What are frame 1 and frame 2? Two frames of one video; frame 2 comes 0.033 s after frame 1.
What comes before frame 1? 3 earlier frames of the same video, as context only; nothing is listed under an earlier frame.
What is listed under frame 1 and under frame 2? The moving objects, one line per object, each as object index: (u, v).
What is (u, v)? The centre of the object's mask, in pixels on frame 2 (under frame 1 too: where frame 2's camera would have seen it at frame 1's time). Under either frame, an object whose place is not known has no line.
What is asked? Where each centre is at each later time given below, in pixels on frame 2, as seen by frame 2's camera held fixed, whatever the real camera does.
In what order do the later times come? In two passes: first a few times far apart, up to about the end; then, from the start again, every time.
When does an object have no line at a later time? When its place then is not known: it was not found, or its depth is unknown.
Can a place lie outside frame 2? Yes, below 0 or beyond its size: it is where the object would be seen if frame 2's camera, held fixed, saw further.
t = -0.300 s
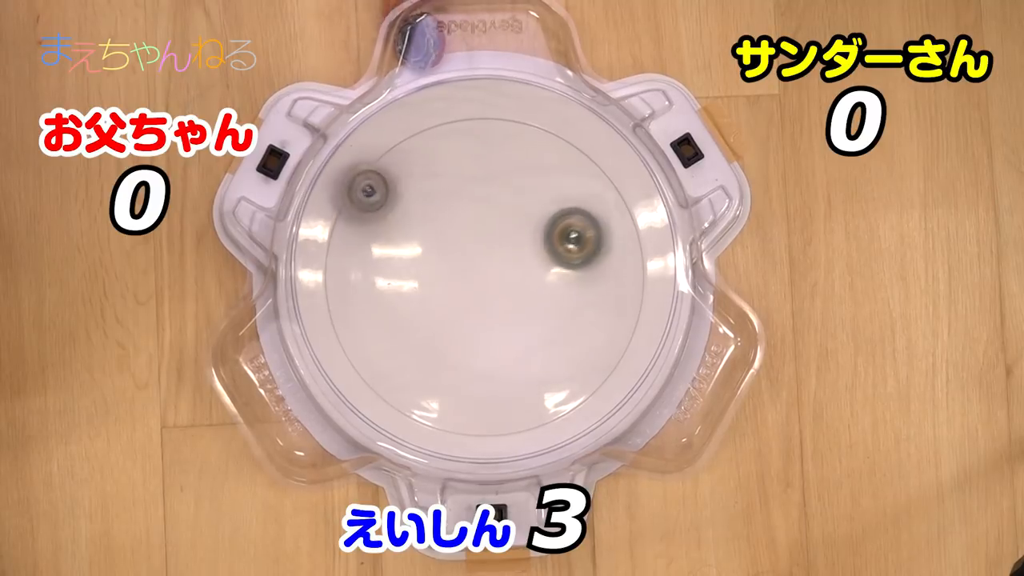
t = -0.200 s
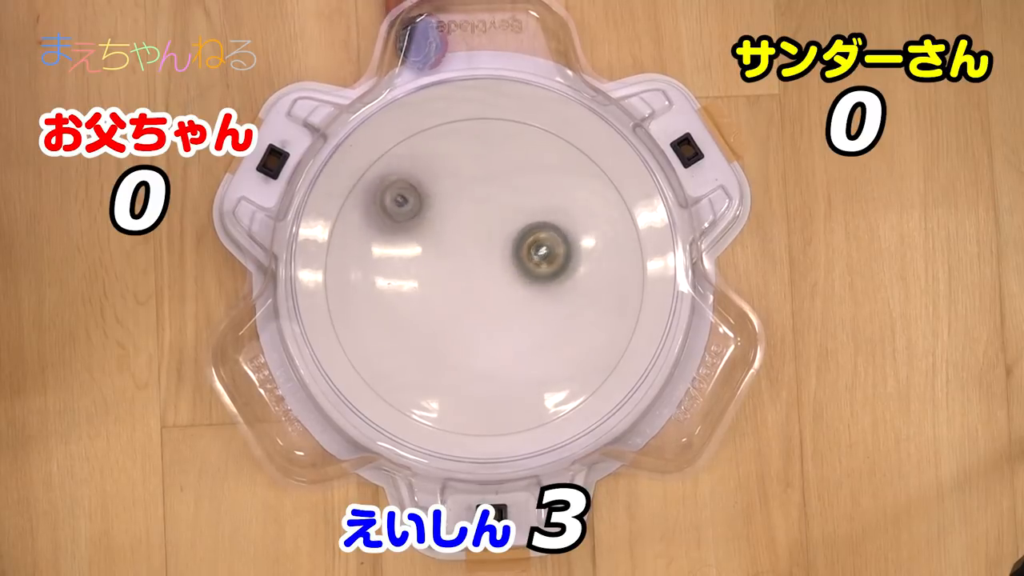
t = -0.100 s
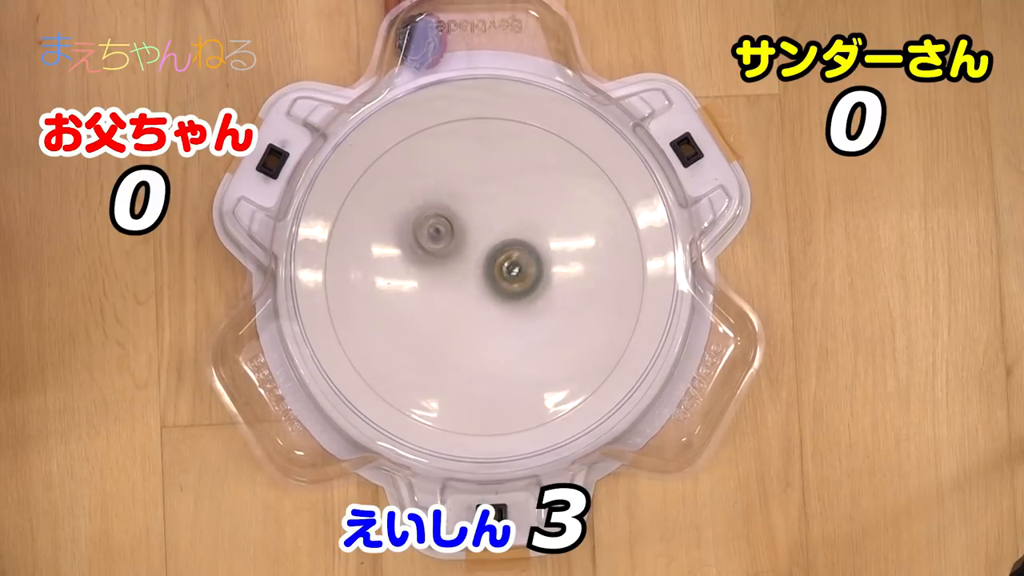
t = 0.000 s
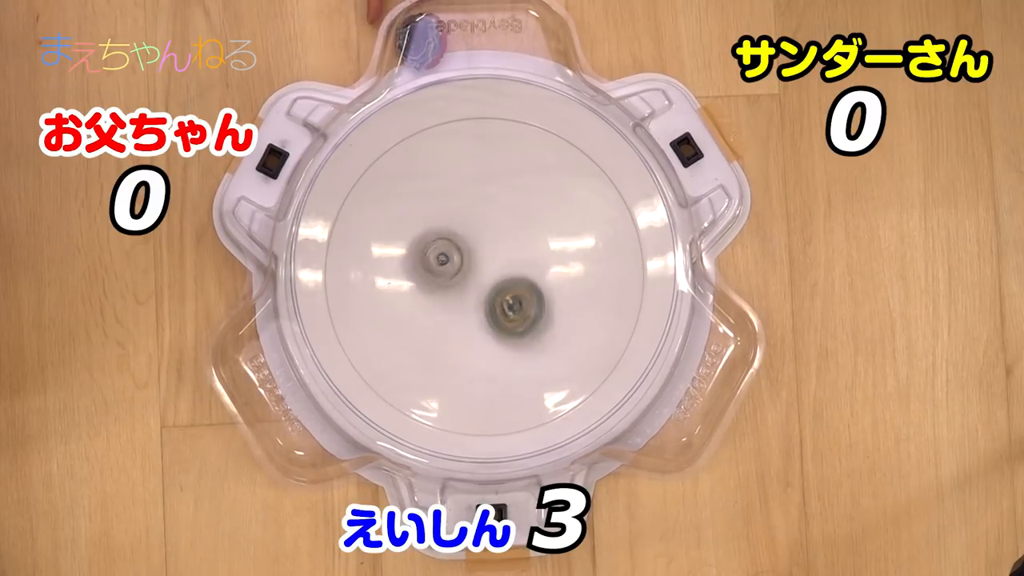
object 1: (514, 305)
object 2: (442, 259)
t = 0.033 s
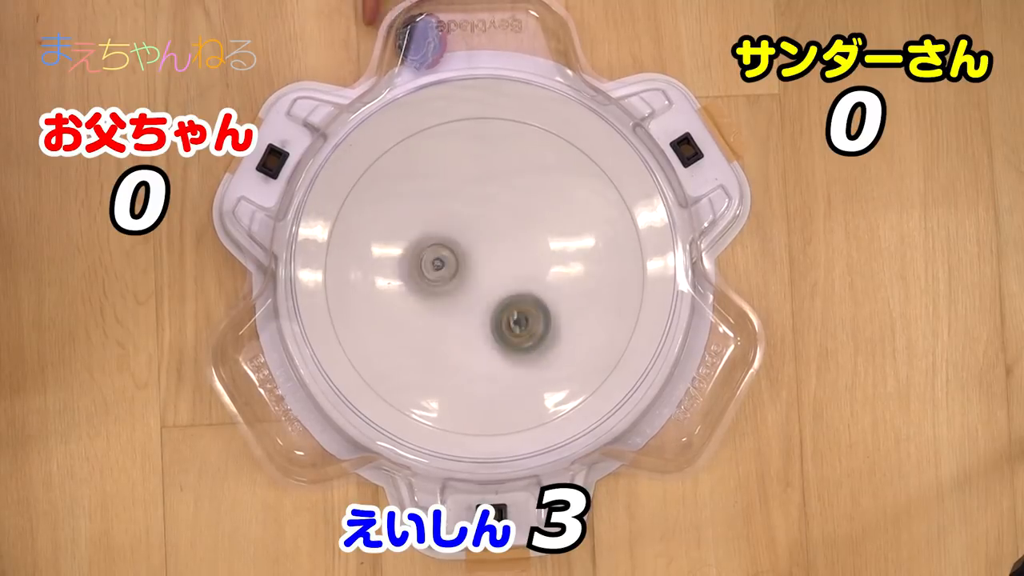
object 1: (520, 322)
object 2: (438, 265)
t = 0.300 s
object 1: (511, 356)
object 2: (420, 291)
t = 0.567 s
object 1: (502, 360)
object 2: (434, 278)
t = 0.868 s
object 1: (501, 307)
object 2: (498, 222)
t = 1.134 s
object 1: (442, 296)
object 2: (571, 252)
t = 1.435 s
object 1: (453, 260)
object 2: (503, 298)
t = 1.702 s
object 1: (450, 218)
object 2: (460, 285)
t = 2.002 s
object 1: (490, 201)
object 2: (466, 274)
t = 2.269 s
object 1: (520, 223)
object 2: (497, 283)
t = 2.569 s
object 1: (537, 251)
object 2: (461, 313)
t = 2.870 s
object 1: (524, 303)
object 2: (472, 256)
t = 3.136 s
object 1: (495, 331)
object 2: (510, 242)
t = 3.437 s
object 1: (447, 336)
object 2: (499, 282)
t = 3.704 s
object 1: (416, 323)
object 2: (535, 252)
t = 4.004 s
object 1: (437, 256)
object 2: (509, 260)
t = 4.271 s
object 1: (449, 212)
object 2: (493, 276)
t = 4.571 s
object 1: (505, 218)
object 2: (466, 277)
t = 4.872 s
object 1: (544, 263)
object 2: (474, 266)
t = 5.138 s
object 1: (545, 313)
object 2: (473, 262)
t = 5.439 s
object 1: (493, 337)
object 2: (464, 240)
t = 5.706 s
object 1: (441, 316)
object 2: (481, 269)
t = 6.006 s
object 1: (420, 256)
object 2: (500, 307)
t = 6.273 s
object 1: (453, 213)
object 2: (483, 298)
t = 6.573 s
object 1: (516, 204)
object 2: (479, 269)
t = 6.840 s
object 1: (541, 250)
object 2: (476, 273)
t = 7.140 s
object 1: (546, 327)
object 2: (450, 262)
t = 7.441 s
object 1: (484, 325)
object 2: (414, 244)
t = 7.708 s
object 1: (438, 301)
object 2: (451, 239)
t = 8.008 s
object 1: (438, 249)
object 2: (520, 254)
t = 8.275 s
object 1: (480, 226)
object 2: (536, 296)
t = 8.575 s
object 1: (524, 252)
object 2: (478, 303)
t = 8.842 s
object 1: (523, 300)
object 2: (440, 271)
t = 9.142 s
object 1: (469, 319)
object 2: (467, 242)
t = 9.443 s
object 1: (435, 276)
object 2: (519, 265)
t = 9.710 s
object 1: (456, 233)
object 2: (514, 304)
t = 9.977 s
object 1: (496, 233)
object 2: (469, 294)
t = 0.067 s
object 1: (525, 333)
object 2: (433, 269)
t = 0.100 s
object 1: (526, 341)
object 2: (429, 274)
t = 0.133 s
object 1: (527, 347)
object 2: (424, 277)
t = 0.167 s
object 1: (526, 351)
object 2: (422, 281)
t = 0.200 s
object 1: (523, 353)
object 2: (421, 285)
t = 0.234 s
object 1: (520, 355)
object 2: (420, 287)
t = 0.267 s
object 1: (516, 356)
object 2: (419, 290)
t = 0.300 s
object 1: (511, 356)
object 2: (420, 291)
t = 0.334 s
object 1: (507, 356)
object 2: (422, 293)
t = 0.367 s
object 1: (501, 355)
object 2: (424, 294)
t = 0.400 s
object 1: (497, 354)
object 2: (427, 296)
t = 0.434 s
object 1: (491, 352)
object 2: (431, 298)
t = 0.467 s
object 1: (486, 349)
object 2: (436, 299)
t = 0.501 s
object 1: (482, 347)
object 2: (442, 299)
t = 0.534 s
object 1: (492, 354)
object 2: (437, 291)
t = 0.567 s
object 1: (502, 360)
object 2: (434, 278)
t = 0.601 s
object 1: (510, 362)
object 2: (435, 267)
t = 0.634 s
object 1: (514, 360)
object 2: (437, 256)
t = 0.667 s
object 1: (517, 356)
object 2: (442, 246)
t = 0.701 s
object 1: (517, 350)
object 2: (448, 237)
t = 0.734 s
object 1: (516, 342)
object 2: (456, 230)
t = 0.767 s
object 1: (513, 334)
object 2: (466, 225)
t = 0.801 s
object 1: (510, 325)
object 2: (476, 222)
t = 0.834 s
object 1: (506, 317)
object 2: (487, 221)
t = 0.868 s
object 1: (501, 307)
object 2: (498, 222)
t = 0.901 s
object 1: (495, 299)
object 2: (508, 226)
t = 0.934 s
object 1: (490, 290)
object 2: (518, 232)
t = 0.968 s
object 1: (480, 289)
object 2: (528, 234)
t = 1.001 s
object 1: (468, 294)
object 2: (539, 235)
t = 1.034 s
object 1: (459, 296)
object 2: (549, 238)
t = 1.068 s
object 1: (451, 298)
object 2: (558, 241)
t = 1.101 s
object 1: (446, 297)
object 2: (565, 245)
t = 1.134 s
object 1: (442, 296)
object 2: (571, 252)
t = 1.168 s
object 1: (440, 294)
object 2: (573, 260)
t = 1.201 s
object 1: (439, 291)
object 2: (571, 268)
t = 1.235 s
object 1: (439, 287)
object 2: (567, 281)
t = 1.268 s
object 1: (440, 283)
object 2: (558, 288)
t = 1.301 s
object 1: (442, 278)
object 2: (548, 293)
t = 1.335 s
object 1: (445, 273)
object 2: (538, 297)
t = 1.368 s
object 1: (447, 268)
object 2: (525, 299)
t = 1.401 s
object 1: (450, 264)
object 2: (513, 298)
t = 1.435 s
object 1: (453, 260)
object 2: (503, 298)
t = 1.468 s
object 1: (447, 252)
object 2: (500, 300)
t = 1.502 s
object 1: (444, 244)
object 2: (494, 302)
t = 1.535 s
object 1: (442, 238)
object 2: (488, 302)
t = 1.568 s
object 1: (442, 233)
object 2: (482, 301)
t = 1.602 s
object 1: (443, 229)
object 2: (474, 298)
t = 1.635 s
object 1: (444, 226)
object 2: (468, 293)
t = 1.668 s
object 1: (447, 224)
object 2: (464, 288)
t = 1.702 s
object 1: (450, 218)
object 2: (460, 285)
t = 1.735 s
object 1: (456, 213)
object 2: (457, 284)
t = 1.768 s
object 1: (460, 208)
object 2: (455, 283)
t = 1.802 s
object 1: (465, 206)
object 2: (454, 281)
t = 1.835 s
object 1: (469, 204)
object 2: (454, 279)
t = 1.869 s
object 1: (473, 202)
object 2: (456, 278)
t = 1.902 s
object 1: (478, 201)
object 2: (458, 277)
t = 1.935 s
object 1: (482, 200)
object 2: (459, 276)
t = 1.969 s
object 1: (486, 200)
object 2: (462, 274)
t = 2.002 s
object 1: (490, 201)
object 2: (466, 274)
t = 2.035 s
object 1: (494, 202)
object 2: (469, 274)
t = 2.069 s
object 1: (498, 204)
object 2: (474, 273)
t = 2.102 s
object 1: (502, 206)
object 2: (478, 275)
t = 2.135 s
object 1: (506, 209)
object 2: (481, 276)
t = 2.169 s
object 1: (510, 212)
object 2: (486, 277)
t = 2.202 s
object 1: (513, 215)
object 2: (490, 278)
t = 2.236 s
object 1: (516, 219)
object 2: (493, 280)
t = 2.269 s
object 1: (520, 223)
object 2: (497, 283)
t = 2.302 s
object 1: (525, 223)
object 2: (498, 290)
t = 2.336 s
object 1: (530, 223)
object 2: (496, 299)
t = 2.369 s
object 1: (533, 224)
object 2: (491, 306)
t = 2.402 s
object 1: (535, 228)
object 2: (487, 311)
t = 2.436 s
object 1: (535, 232)
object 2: (482, 316)
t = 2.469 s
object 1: (536, 237)
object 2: (477, 318)
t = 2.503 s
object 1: (537, 241)
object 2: (472, 319)
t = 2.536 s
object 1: (537, 247)
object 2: (465, 317)
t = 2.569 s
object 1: (537, 251)
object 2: (461, 313)
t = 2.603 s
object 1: (537, 257)
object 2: (458, 310)
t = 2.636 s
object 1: (537, 263)
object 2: (455, 304)
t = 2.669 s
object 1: (535, 268)
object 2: (455, 298)
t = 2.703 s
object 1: (533, 274)
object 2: (455, 291)
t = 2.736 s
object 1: (531, 279)
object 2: (459, 284)
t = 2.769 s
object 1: (529, 285)
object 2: (463, 279)
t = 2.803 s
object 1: (525, 290)
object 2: (467, 271)
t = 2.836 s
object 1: (525, 297)
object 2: (469, 266)
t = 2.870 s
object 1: (524, 303)
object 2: (472, 256)
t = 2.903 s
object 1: (522, 309)
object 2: (476, 251)
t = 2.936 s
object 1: (520, 313)
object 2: (480, 245)
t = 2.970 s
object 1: (518, 317)
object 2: (485, 241)
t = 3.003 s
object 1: (514, 321)
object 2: (490, 237)
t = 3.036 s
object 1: (510, 324)
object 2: (496, 236)
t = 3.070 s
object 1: (505, 326)
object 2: (501, 237)
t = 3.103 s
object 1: (501, 329)
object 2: (506, 237)
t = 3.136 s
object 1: (495, 331)
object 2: (510, 242)
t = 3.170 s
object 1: (490, 333)
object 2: (513, 245)
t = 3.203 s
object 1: (485, 333)
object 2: (515, 251)
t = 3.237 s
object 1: (480, 334)
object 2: (515, 255)
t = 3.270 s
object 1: (475, 334)
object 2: (515, 262)
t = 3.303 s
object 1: (470, 335)
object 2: (513, 268)
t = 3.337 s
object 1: (464, 334)
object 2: (509, 275)
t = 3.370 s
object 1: (458, 334)
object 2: (505, 278)
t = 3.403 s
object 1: (454, 333)
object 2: (500, 283)
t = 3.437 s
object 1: (447, 336)
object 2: (499, 282)
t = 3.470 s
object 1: (435, 340)
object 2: (505, 275)
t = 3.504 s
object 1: (426, 343)
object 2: (509, 270)
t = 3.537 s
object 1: (420, 343)
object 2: (516, 265)
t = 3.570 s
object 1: (416, 341)
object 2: (520, 261)
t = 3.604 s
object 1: (414, 337)
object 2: (524, 257)
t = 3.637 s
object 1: (417, 334)
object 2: (529, 254)
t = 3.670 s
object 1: (416, 329)
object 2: (533, 253)
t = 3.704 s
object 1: (416, 323)
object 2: (535, 252)
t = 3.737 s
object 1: (417, 316)
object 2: (536, 252)
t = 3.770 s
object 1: (418, 310)
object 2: (536, 252)
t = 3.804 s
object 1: (420, 302)
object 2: (535, 252)
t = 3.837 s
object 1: (422, 295)
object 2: (533, 253)
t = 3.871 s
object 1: (424, 287)
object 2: (531, 255)
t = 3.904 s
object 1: (427, 279)
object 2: (527, 257)
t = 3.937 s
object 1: (430, 271)
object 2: (520, 258)
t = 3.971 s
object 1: (434, 263)
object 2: (516, 260)
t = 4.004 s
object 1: (437, 256)
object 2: (509, 260)
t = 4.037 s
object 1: (439, 249)
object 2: (502, 260)
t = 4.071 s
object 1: (435, 240)
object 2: (503, 263)
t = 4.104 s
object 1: (432, 234)
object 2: (503, 266)
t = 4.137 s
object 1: (433, 228)
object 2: (501, 268)
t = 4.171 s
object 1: (435, 224)
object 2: (500, 271)
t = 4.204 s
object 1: (438, 219)
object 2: (498, 272)
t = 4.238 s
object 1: (442, 216)
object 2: (495, 274)
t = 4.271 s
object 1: (449, 212)
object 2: (493, 276)
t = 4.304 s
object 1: (455, 211)
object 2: (490, 278)
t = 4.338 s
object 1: (461, 209)
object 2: (485, 279)
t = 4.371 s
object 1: (468, 209)
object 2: (482, 279)
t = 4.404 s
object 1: (474, 209)
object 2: (478, 280)
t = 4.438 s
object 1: (481, 209)
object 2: (475, 280)
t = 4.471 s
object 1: (487, 211)
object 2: (473, 279)
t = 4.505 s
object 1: (494, 212)
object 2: (470, 279)
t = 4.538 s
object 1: (499, 214)
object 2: (467, 277)
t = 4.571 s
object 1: (505, 218)
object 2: (466, 277)
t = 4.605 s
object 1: (510, 221)
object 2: (465, 276)
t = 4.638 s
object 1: (515, 225)
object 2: (464, 274)
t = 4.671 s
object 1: (520, 230)
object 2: (464, 272)
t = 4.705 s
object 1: (524, 234)
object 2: (464, 270)
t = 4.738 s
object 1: (529, 240)
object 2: (464, 269)
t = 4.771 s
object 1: (533, 245)
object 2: (466, 268)
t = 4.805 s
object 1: (537, 251)
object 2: (468, 265)
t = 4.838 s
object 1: (540, 257)
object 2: (471, 265)
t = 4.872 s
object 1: (544, 263)
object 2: (474, 266)
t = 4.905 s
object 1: (546, 269)
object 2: (477, 265)
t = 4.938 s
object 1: (544, 274)
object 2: (481, 267)
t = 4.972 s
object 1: (545, 280)
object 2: (484, 268)
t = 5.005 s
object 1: (544, 287)
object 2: (487, 270)
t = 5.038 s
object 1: (544, 294)
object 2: (488, 272)
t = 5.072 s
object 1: (546, 302)
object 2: (484, 269)
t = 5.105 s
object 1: (546, 308)
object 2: (478, 265)
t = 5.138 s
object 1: (545, 313)
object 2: (473, 262)
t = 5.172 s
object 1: (541, 318)
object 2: (469, 259)
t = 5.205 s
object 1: (537, 322)
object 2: (466, 253)
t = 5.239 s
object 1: (532, 326)
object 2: (464, 252)
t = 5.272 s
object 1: (526, 329)
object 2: (462, 248)
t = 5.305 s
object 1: (520, 332)
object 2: (462, 245)
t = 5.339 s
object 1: (514, 334)
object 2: (461, 243)
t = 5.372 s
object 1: (507, 335)
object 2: (461, 241)
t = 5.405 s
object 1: (500, 337)
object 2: (462, 241)
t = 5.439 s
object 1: (493, 337)
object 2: (464, 240)
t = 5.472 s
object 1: (486, 336)
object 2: (466, 241)
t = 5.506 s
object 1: (479, 335)
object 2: (469, 243)
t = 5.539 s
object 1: (471, 333)
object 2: (470, 246)
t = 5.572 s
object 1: (465, 331)
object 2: (473, 249)
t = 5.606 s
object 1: (458, 328)
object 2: (476, 254)
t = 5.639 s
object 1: (453, 325)
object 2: (477, 259)
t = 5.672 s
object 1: (447, 321)
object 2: (480, 263)
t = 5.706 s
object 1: (441, 316)
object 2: (481, 269)
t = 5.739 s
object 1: (437, 311)
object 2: (484, 271)
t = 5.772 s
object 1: (433, 305)
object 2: (490, 277)
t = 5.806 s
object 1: (427, 300)
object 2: (495, 281)
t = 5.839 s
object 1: (426, 293)
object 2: (497, 287)
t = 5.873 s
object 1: (423, 286)
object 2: (499, 293)
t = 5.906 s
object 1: (420, 277)
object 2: (500, 296)
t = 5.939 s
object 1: (419, 270)
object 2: (501, 301)
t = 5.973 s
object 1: (419, 263)
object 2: (501, 305)
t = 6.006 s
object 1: (420, 256)
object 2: (500, 307)
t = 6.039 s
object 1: (423, 251)
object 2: (499, 310)
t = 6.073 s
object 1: (424, 243)
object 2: (496, 310)
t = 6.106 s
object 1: (427, 237)
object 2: (494, 311)
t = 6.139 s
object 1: (432, 231)
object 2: (491, 310)
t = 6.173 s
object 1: (437, 226)
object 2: (490, 307)
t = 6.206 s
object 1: (441, 221)
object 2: (488, 305)
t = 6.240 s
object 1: (447, 217)
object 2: (484, 302)
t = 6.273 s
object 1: (453, 213)
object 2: (483, 298)
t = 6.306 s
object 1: (462, 211)
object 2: (483, 294)
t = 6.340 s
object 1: (468, 209)
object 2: (482, 288)
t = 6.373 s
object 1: (475, 206)
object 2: (480, 283)
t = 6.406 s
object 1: (481, 207)
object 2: (480, 278)
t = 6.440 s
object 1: (488, 207)
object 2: (480, 274)
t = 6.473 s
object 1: (495, 207)
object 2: (481, 269)
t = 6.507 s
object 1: (503, 203)
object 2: (481, 268)
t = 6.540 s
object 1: (510, 202)
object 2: (480, 268)
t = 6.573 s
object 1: (516, 204)
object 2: (479, 269)
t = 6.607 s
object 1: (522, 207)
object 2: (479, 269)
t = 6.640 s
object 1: (526, 211)
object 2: (478, 269)
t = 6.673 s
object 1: (530, 216)
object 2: (477, 270)
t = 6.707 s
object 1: (534, 222)
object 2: (476, 270)
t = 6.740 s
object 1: (535, 228)
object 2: (477, 269)
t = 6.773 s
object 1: (538, 235)
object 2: (476, 272)
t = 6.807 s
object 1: (540, 241)
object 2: (477, 271)
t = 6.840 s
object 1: (541, 250)
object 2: (476, 273)
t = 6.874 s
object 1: (541, 257)
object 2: (477, 272)
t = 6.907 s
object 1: (540, 266)
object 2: (478, 273)
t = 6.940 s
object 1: (539, 272)
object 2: (478, 272)
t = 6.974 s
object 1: (537, 281)
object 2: (479, 273)
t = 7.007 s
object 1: (534, 288)
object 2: (478, 274)
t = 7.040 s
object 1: (535, 297)
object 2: (475, 273)
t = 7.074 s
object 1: (546, 309)
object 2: (466, 268)
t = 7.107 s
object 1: (546, 320)
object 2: (457, 264)
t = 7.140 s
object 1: (546, 327)
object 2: (450, 262)
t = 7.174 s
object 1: (543, 332)
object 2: (442, 260)
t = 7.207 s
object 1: (539, 336)
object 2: (437, 257)
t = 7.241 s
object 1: (533, 338)
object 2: (429, 255)
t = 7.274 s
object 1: (526, 337)
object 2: (425, 252)
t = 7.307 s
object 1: (518, 337)
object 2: (419, 249)
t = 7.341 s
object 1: (511, 335)
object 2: (415, 248)
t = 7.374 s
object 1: (503, 332)
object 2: (413, 245)
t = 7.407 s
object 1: (494, 329)
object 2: (413, 244)
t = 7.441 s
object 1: (484, 325)
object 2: (414, 244)
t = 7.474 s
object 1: (476, 321)
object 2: (417, 244)
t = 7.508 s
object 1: (467, 316)
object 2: (422, 245)
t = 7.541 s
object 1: (458, 308)
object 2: (426, 247)
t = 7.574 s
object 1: (449, 305)
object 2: (430, 248)
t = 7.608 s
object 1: (446, 308)
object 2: (432, 244)
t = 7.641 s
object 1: (444, 308)
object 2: (439, 243)
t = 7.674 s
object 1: (441, 305)
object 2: (445, 240)
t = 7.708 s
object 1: (438, 301)
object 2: (451, 239)
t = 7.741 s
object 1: (435, 297)
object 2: (460, 239)
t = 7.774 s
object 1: (433, 291)
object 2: (469, 238)
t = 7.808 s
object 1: (432, 285)
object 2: (476, 239)
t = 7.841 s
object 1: (431, 279)
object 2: (485, 241)
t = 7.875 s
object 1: (431, 272)
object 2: (492, 243)
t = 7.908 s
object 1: (432, 266)
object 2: (500, 245)
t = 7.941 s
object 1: (433, 260)
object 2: (506, 249)
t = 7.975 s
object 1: (435, 254)
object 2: (513, 251)
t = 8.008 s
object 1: (438, 249)
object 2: (520, 254)
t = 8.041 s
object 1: (441, 244)
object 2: (524, 260)
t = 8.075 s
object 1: (445, 241)
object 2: (529, 265)
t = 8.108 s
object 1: (450, 236)
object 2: (533, 268)
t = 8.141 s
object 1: (456, 232)
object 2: (537, 270)
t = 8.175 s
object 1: (461, 230)
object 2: (538, 278)
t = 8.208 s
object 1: (467, 227)
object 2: (539, 282)
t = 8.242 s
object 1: (473, 227)
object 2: (537, 290)
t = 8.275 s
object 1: (480, 226)
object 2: (536, 296)
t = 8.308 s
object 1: (485, 225)
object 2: (530, 299)
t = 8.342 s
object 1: (492, 227)
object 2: (528, 304)
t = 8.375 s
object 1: (497, 228)
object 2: (520, 305)
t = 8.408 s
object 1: (503, 230)
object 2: (515, 308)
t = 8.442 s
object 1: (507, 233)
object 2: (506, 309)
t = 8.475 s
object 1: (514, 236)
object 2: (497, 309)
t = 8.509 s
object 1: (519, 241)
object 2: (492, 308)
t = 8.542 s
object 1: (521, 246)
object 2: (485, 305)
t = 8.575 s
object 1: (524, 252)
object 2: (478, 303)
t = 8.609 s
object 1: (527, 258)
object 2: (471, 300)
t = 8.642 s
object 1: (529, 264)
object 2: (467, 297)
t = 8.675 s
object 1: (530, 270)
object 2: (461, 293)
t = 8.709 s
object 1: (529, 276)
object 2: (454, 289)
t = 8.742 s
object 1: (528, 283)
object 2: (450, 285)
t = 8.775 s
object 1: (529, 288)
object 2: (446, 281)
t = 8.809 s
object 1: (524, 295)
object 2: (442, 275)
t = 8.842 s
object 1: (523, 300)
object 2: (440, 271)
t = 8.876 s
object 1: (517, 305)
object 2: (438, 269)
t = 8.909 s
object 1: (511, 310)
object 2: (438, 262)
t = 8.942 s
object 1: (506, 313)
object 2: (439, 259)
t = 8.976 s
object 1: (501, 317)
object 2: (442, 251)
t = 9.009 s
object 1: (497, 318)
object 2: (445, 250)
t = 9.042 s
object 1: (488, 320)
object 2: (450, 246)
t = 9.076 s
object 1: (481, 322)
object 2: (455, 245)
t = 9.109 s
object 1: (476, 321)
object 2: (462, 243)
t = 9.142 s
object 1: (469, 319)
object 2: (467, 242)
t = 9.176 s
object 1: (462, 317)
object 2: (474, 244)
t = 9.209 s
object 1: (456, 314)
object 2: (481, 244)
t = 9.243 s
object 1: (452, 311)
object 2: (488, 246)
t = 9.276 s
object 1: (447, 306)
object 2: (494, 248)
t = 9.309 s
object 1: (443, 300)
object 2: (499, 249)
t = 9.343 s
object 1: (439, 294)
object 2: (506, 254)
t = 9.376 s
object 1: (437, 290)
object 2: (509, 257)
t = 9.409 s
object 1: (436, 283)
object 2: (514, 261)
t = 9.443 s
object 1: (435, 276)
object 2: (519, 265)
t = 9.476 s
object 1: (435, 270)
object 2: (522, 271)
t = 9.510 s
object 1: (436, 264)
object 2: (526, 274)
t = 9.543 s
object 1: (437, 257)
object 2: (528, 280)
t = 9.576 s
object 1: (440, 252)
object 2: (528, 286)
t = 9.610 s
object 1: (444, 246)
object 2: (528, 292)
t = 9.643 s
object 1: (447, 241)
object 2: (520, 297)
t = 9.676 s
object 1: (452, 237)
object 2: (518, 301)
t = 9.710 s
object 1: (456, 233)
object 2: (514, 304)
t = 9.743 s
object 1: (462, 230)
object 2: (509, 307)
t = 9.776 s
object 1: (464, 227)
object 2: (502, 309)
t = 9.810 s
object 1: (469, 227)
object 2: (496, 304)
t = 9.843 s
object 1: (475, 226)
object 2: (494, 303)
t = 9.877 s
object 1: (482, 227)
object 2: (487, 302)
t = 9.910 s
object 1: (486, 228)
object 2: (481, 301)
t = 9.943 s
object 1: (492, 231)
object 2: (475, 298)
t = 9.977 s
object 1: (496, 233)
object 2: (469, 294)
